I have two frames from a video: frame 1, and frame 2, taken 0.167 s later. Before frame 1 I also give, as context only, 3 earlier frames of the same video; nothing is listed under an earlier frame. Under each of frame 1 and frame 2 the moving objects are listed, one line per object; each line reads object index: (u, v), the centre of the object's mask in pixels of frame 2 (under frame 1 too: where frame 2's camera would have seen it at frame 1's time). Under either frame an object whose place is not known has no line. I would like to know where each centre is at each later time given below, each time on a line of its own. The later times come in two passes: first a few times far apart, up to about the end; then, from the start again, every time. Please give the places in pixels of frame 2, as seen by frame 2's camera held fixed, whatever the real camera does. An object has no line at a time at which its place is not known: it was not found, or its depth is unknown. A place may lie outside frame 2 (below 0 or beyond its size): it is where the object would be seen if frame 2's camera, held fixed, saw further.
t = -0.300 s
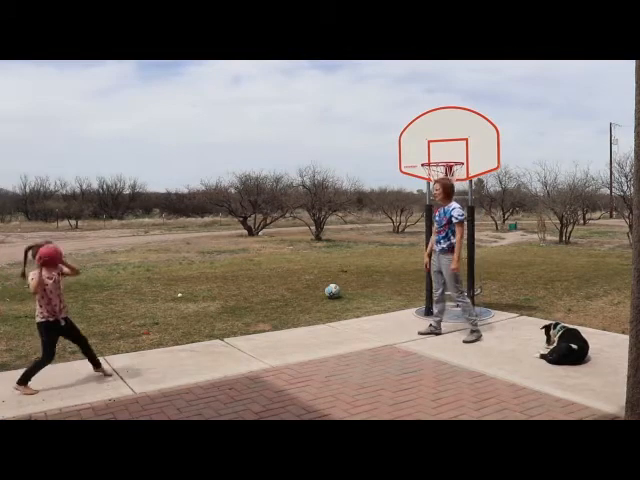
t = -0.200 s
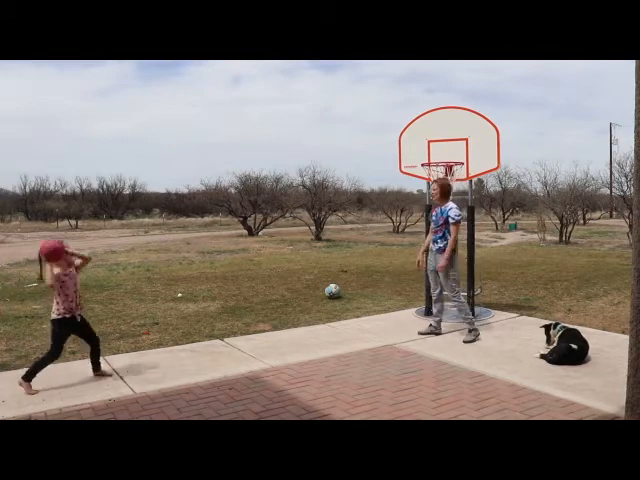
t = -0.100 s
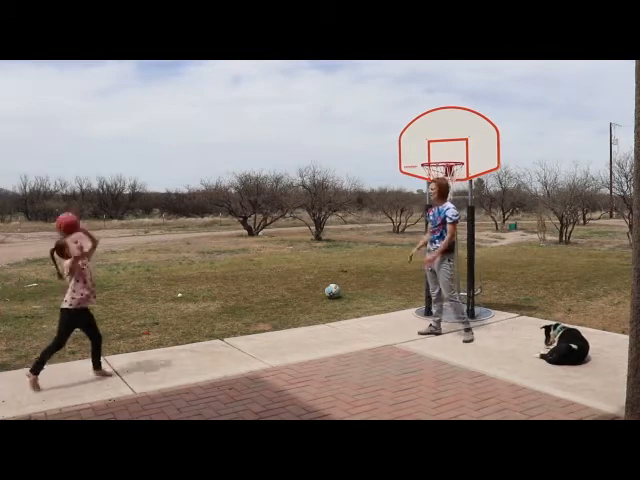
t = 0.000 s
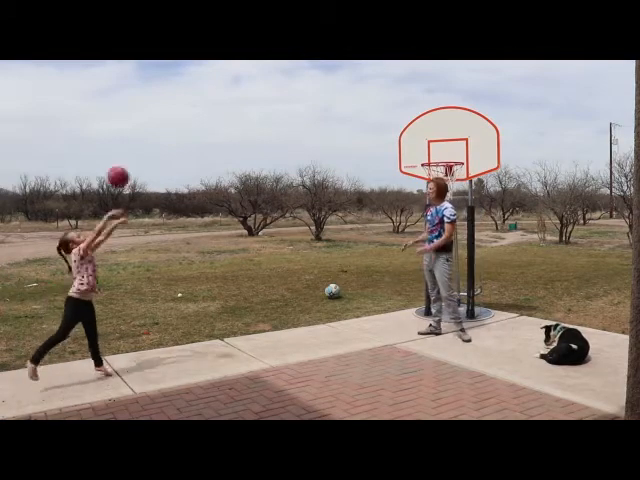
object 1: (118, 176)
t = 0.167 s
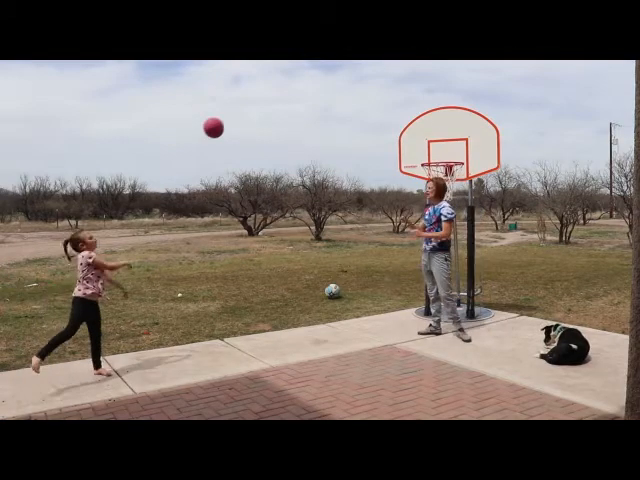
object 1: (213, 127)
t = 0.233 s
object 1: (249, 118)
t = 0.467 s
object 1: (360, 126)
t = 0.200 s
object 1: (231, 122)
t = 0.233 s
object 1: (249, 118)
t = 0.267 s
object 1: (266, 116)
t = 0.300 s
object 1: (282, 114)
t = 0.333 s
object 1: (299, 114)
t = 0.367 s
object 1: (315, 116)
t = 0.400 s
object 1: (330, 118)
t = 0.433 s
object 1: (345, 122)
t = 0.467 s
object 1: (360, 126)
